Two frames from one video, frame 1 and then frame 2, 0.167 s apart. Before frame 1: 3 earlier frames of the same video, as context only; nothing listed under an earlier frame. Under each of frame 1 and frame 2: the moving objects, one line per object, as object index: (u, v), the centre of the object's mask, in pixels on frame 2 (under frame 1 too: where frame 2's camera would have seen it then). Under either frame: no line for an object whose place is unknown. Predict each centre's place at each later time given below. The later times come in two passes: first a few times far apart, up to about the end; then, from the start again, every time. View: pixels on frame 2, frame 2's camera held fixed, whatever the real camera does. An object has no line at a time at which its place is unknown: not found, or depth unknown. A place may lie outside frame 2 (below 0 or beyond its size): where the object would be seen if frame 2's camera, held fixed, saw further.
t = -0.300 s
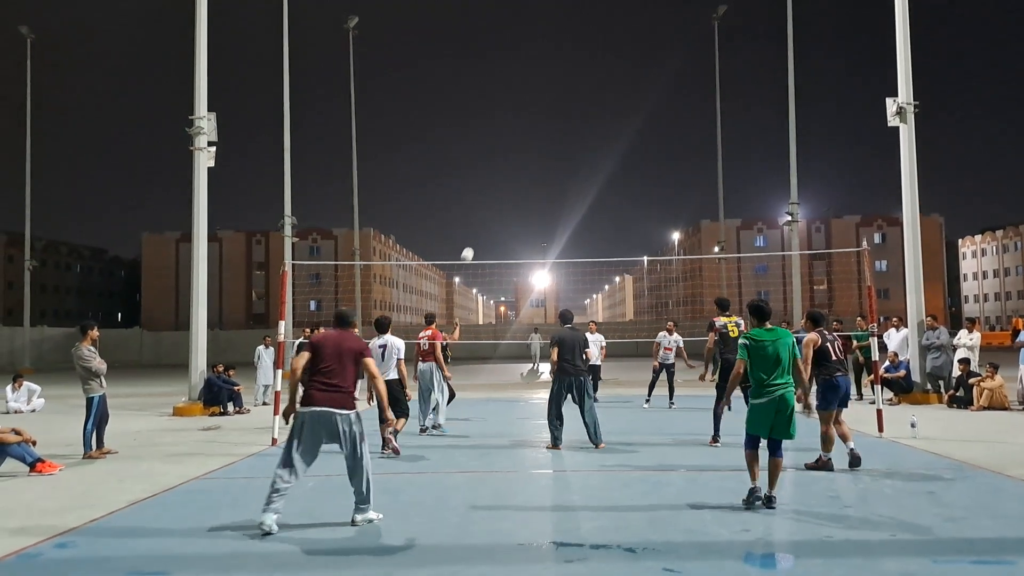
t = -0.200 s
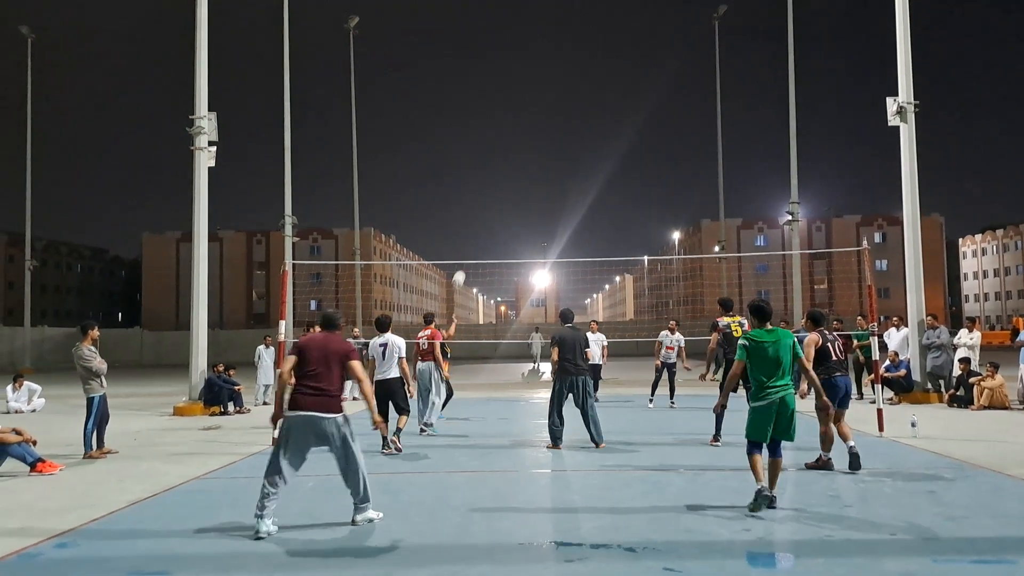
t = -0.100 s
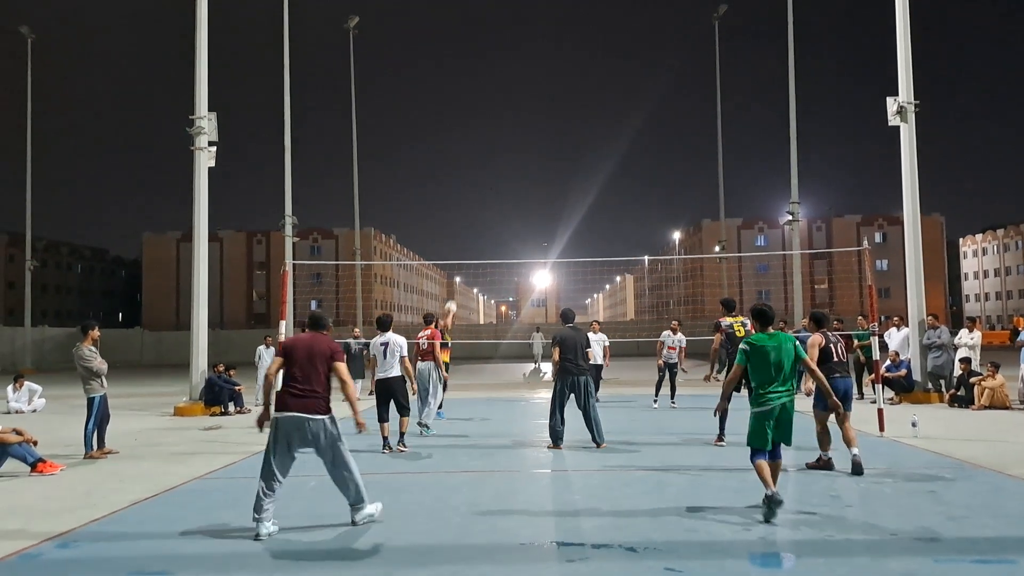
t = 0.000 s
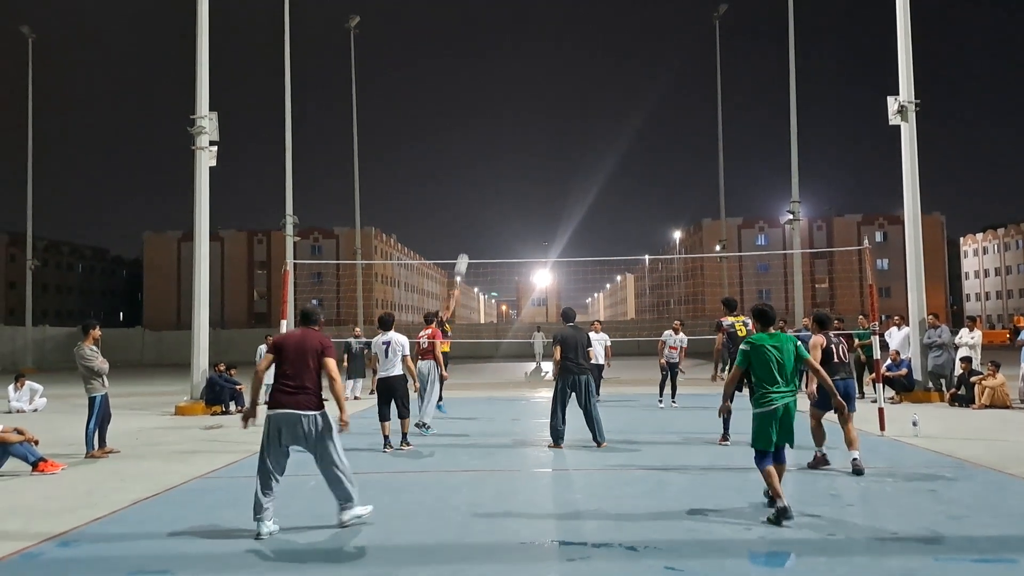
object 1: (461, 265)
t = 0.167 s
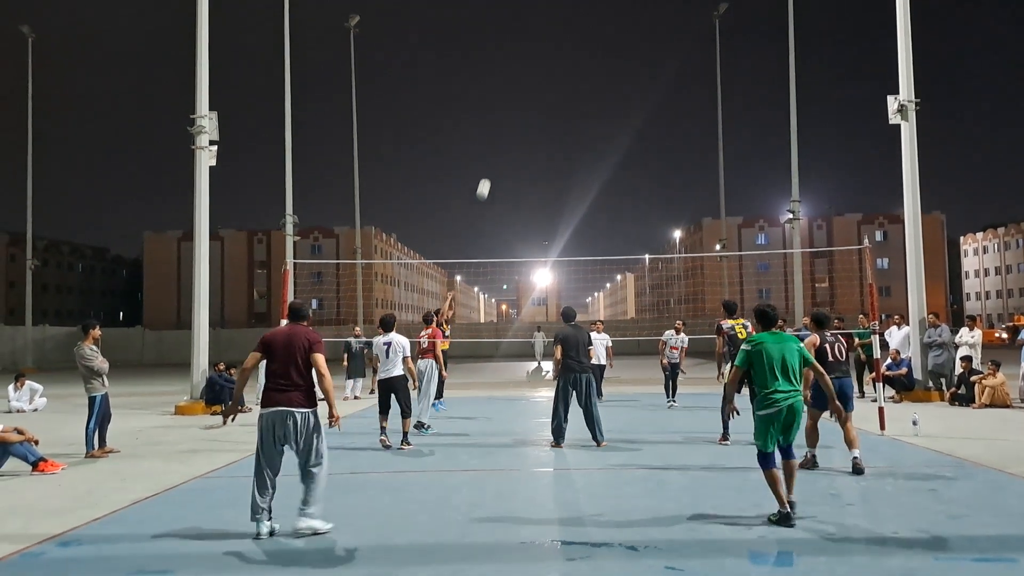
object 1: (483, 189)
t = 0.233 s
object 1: (492, 163)
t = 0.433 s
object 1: (515, 100)
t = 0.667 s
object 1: (542, 53)
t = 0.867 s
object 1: (565, 37)
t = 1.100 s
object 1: (594, 47)
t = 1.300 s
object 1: (619, 81)
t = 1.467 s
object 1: (641, 129)
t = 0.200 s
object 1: (487, 176)
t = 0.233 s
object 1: (492, 163)
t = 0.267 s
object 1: (496, 151)
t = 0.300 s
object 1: (499, 140)
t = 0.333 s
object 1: (503, 129)
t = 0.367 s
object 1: (507, 118)
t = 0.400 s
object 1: (511, 109)
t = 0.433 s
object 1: (515, 100)
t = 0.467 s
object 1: (519, 91)
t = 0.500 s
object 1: (522, 83)
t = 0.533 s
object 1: (526, 76)
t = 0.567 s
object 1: (530, 69)
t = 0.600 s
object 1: (534, 63)
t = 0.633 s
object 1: (538, 58)
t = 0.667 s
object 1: (542, 53)
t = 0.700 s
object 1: (545, 49)
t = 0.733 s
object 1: (549, 45)
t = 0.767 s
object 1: (553, 42)
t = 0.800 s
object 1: (557, 40)
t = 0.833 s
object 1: (561, 38)
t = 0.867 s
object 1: (565, 37)
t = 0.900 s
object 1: (569, 36)
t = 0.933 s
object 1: (573, 36)
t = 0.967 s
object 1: (577, 37)
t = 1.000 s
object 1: (582, 38)
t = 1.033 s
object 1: (586, 40)
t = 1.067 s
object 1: (590, 43)
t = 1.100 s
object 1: (594, 47)
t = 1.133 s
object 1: (598, 50)
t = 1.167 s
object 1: (602, 55)
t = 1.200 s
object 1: (606, 61)
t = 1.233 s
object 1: (611, 67)
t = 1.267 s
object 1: (615, 73)
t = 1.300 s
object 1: (619, 81)
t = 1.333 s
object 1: (623, 89)
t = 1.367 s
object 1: (627, 98)
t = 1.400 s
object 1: (632, 108)
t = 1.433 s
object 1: (636, 118)
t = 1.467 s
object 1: (641, 129)
